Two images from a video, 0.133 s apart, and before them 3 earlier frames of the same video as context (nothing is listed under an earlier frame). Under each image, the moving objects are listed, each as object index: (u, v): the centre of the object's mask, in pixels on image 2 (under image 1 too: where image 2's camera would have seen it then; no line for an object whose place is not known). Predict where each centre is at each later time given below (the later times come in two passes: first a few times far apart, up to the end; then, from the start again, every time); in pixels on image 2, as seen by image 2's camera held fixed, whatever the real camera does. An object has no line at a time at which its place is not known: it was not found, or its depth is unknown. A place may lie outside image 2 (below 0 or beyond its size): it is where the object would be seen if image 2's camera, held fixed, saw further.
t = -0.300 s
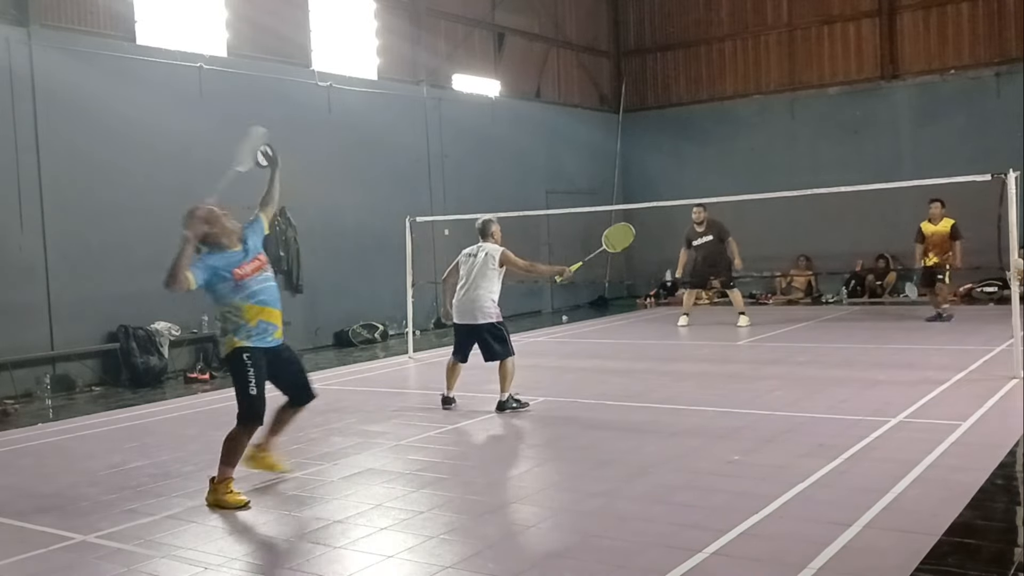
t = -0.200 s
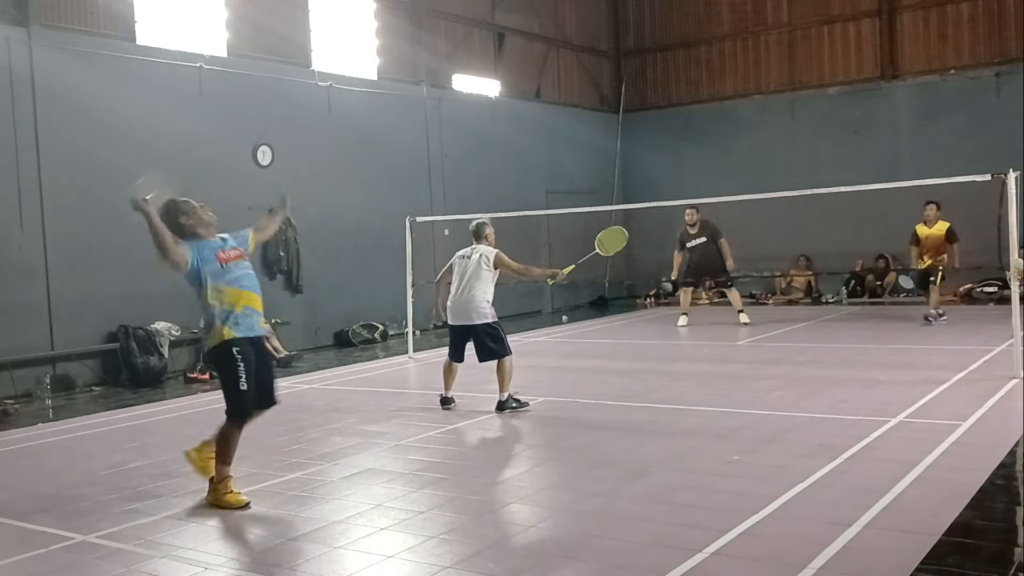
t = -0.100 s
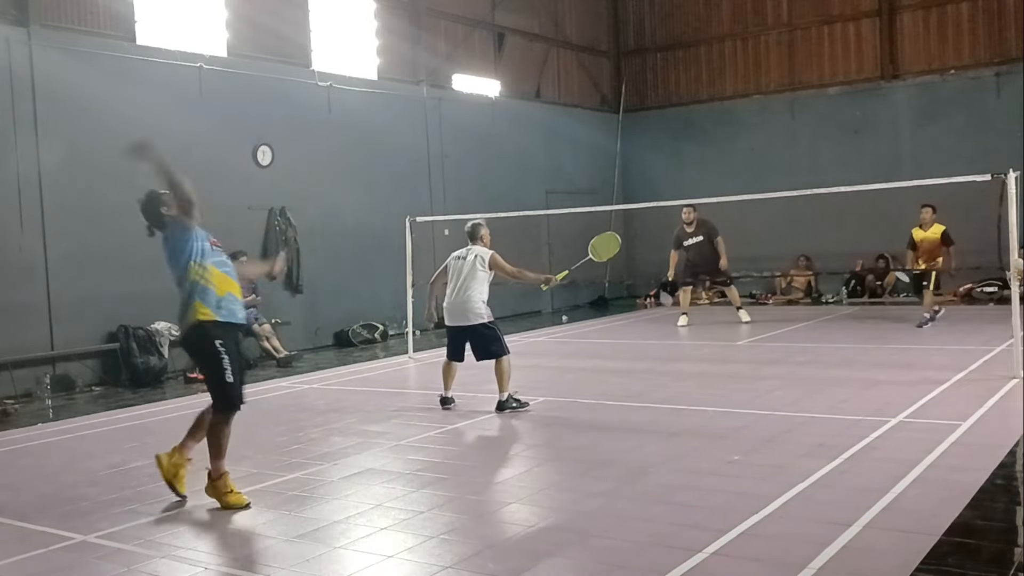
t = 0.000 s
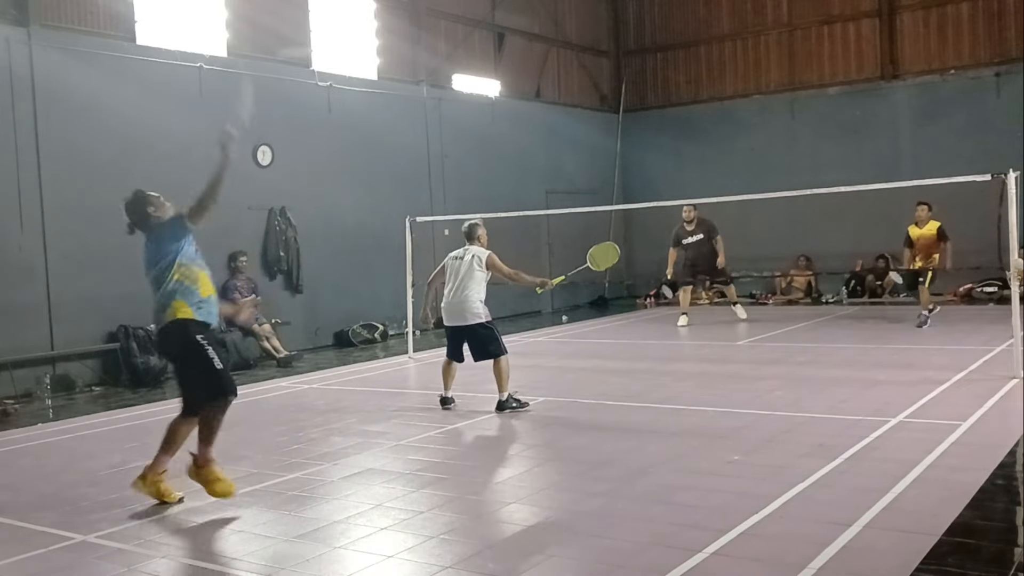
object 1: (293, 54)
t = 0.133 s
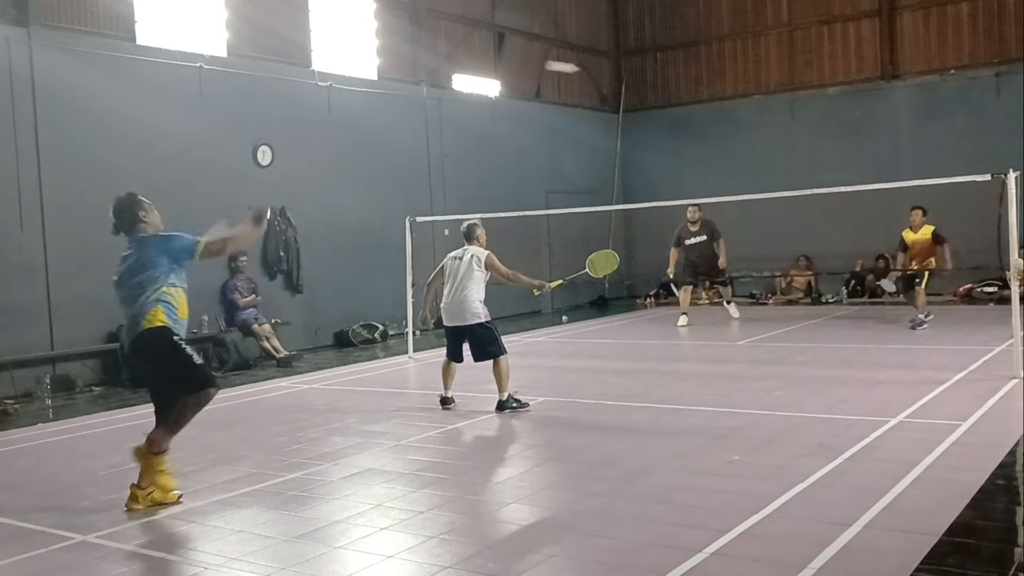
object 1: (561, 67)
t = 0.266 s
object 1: (688, 94)
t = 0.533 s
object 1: (826, 173)
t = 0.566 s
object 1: (836, 184)
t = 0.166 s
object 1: (600, 73)
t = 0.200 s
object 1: (633, 79)
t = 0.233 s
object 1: (662, 87)
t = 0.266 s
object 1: (688, 94)
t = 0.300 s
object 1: (711, 102)
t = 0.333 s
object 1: (732, 111)
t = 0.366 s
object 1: (751, 120)
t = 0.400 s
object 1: (768, 130)
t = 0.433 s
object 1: (784, 140)
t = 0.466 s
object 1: (799, 150)
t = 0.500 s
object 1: (813, 161)
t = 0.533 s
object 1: (826, 173)
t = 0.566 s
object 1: (836, 184)
